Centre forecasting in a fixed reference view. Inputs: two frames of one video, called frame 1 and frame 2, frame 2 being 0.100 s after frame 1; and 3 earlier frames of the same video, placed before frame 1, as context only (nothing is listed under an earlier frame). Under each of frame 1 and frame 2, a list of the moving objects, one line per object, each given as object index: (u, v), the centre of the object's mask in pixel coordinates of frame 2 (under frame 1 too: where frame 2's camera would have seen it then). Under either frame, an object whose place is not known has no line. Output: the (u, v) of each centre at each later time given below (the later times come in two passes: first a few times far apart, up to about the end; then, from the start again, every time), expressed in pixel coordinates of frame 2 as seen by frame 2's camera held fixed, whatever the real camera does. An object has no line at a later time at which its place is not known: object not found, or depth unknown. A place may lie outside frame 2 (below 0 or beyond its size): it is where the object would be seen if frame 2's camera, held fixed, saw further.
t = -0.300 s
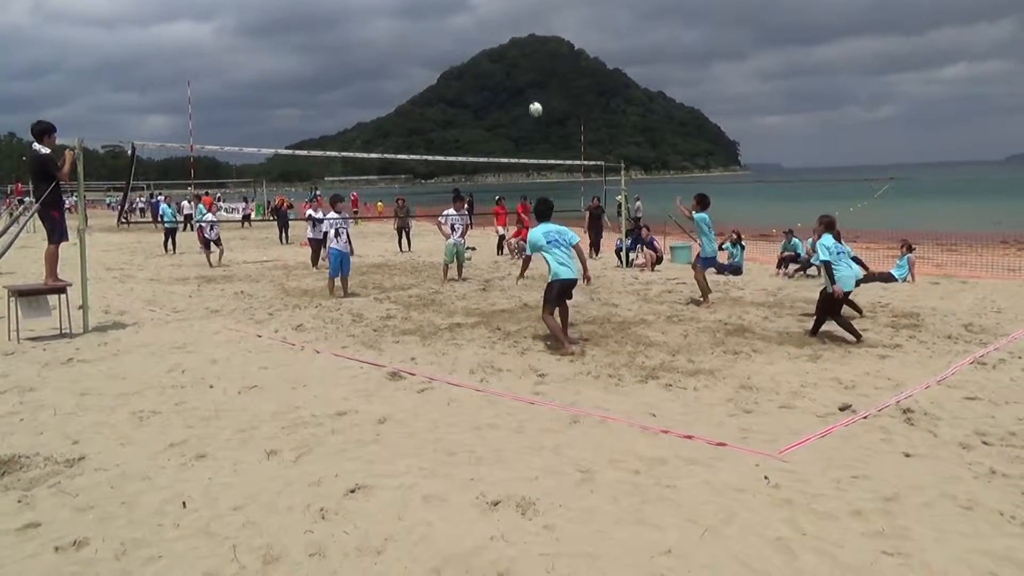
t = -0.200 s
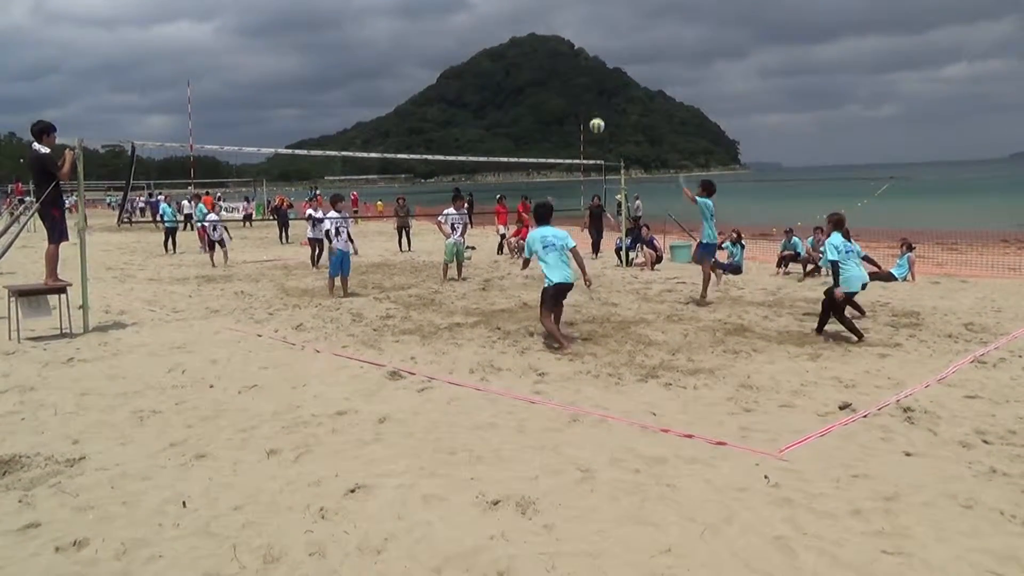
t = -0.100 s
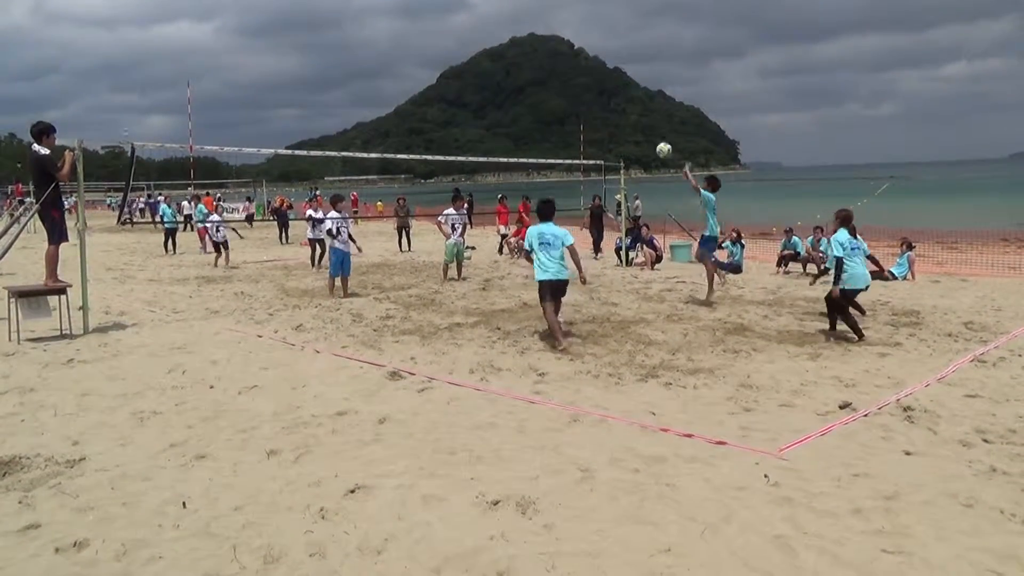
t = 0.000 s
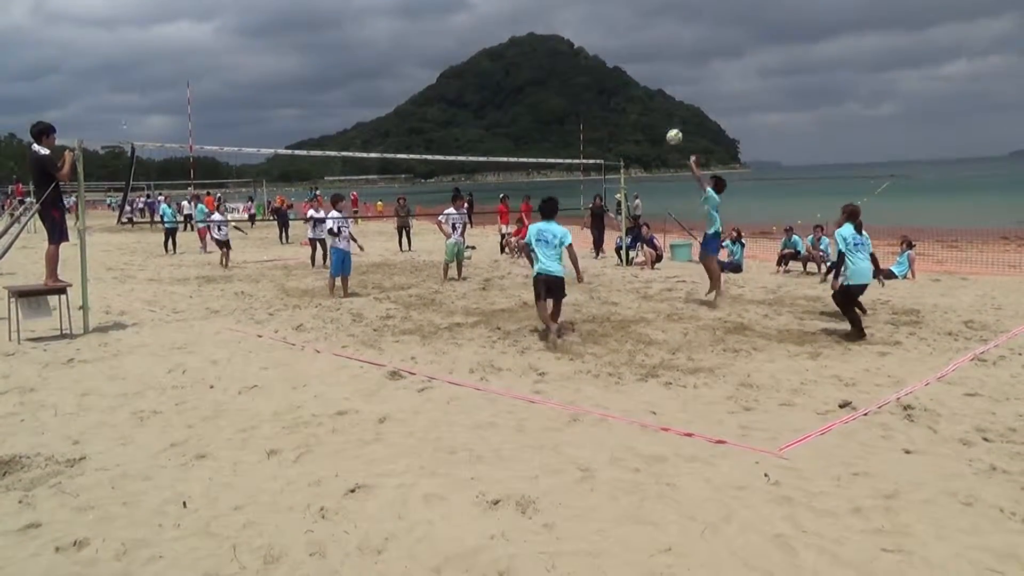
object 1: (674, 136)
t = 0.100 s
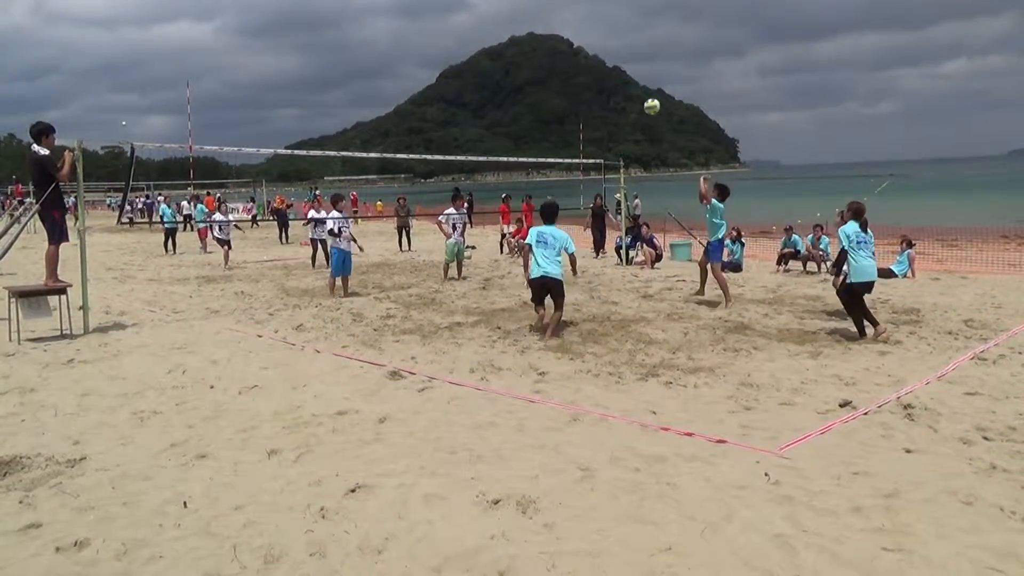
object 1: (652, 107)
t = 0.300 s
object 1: (610, 68)
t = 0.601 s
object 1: (551, 67)
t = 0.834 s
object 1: (511, 108)
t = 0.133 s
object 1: (644, 98)
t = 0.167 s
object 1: (637, 90)
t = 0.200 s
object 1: (630, 84)
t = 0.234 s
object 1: (623, 78)
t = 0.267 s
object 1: (616, 73)
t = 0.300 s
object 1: (610, 68)
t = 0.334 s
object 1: (603, 64)
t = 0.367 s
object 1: (596, 62)
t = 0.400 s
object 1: (590, 60)
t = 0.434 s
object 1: (583, 59)
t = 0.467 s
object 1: (577, 59)
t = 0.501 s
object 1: (571, 60)
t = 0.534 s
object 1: (564, 62)
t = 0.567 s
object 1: (558, 64)
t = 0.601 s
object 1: (551, 67)
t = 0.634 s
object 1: (545, 71)
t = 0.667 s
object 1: (539, 75)
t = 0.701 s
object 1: (533, 81)
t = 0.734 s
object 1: (528, 86)
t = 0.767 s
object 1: (522, 93)
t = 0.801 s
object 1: (516, 100)
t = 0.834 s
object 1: (511, 108)
